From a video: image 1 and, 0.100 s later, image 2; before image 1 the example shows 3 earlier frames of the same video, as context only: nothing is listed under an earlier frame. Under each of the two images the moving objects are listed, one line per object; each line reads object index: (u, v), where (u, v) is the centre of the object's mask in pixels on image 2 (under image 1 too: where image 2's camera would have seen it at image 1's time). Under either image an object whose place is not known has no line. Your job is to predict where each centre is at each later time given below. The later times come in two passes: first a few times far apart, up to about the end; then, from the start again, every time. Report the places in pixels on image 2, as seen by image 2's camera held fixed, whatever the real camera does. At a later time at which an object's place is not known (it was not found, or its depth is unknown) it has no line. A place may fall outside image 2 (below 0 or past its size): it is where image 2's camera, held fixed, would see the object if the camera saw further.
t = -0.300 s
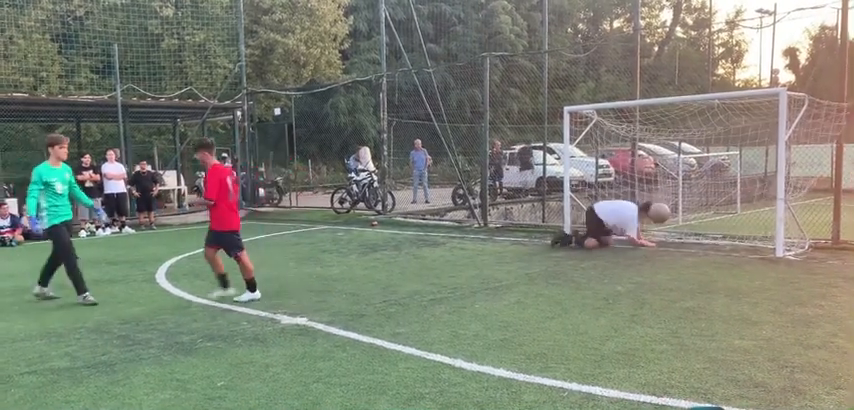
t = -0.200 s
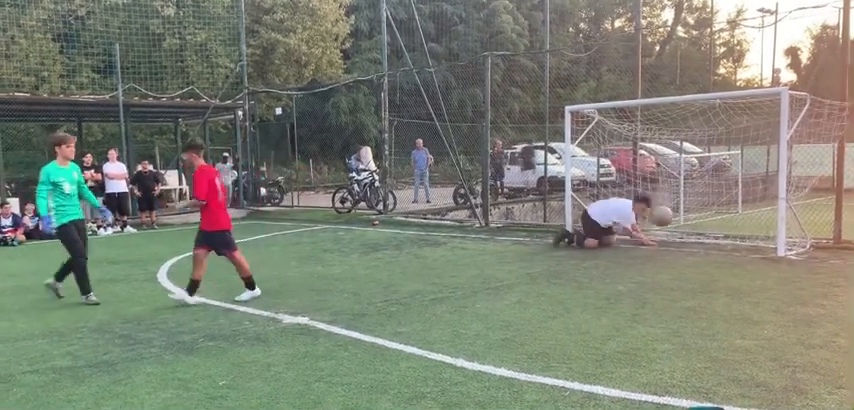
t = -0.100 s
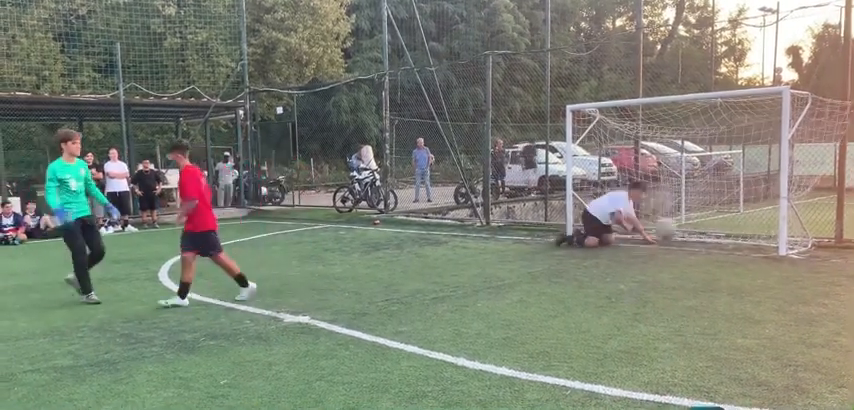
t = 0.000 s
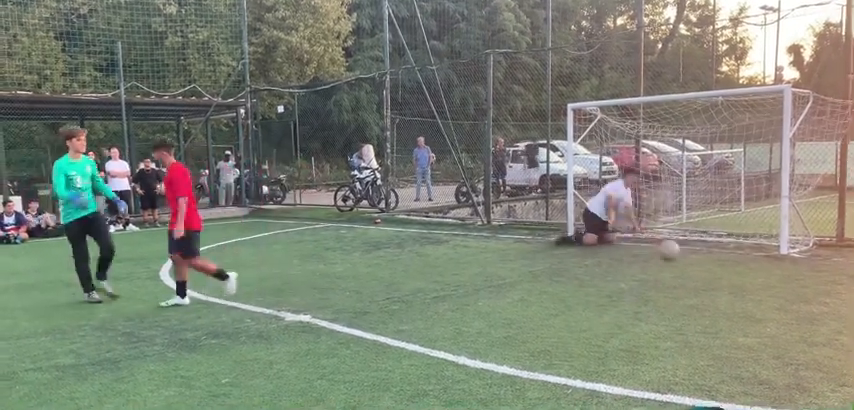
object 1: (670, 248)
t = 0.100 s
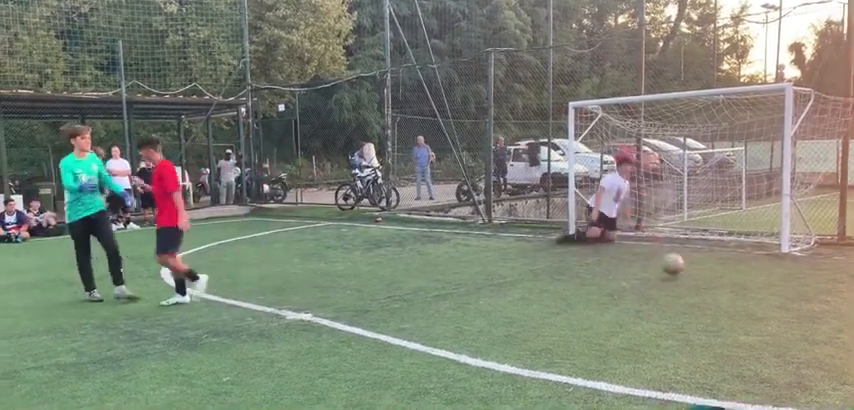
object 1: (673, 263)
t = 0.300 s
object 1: (680, 249)
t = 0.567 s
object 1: (690, 279)
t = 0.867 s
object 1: (707, 287)
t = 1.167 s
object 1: (725, 297)
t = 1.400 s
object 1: (742, 306)
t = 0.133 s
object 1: (674, 258)
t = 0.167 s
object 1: (675, 254)
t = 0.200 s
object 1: (676, 252)
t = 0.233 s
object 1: (677, 250)
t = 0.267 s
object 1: (679, 249)
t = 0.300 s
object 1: (680, 249)
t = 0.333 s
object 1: (681, 249)
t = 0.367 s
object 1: (682, 251)
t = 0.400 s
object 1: (684, 255)
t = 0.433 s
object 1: (685, 259)
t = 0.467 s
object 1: (685, 264)
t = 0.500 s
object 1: (688, 271)
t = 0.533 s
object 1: (689, 279)
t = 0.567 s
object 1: (690, 279)
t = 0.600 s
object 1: (692, 275)
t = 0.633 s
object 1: (694, 273)
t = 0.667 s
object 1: (695, 273)
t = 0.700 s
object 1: (697, 273)
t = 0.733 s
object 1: (699, 275)
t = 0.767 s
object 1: (702, 277)
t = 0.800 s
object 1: (703, 281)
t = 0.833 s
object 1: (705, 287)
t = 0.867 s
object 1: (707, 287)
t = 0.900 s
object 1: (709, 285)
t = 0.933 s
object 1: (711, 285)
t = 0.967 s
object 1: (713, 286)
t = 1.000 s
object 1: (715, 289)
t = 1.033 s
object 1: (717, 293)
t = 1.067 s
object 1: (719, 293)
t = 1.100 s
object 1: (721, 294)
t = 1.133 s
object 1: (723, 296)
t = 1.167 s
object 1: (725, 297)
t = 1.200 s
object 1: (728, 298)
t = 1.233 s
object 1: (730, 299)
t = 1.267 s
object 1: (733, 301)
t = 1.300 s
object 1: (735, 302)
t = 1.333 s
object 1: (737, 303)
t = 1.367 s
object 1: (740, 304)
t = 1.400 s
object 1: (742, 306)
